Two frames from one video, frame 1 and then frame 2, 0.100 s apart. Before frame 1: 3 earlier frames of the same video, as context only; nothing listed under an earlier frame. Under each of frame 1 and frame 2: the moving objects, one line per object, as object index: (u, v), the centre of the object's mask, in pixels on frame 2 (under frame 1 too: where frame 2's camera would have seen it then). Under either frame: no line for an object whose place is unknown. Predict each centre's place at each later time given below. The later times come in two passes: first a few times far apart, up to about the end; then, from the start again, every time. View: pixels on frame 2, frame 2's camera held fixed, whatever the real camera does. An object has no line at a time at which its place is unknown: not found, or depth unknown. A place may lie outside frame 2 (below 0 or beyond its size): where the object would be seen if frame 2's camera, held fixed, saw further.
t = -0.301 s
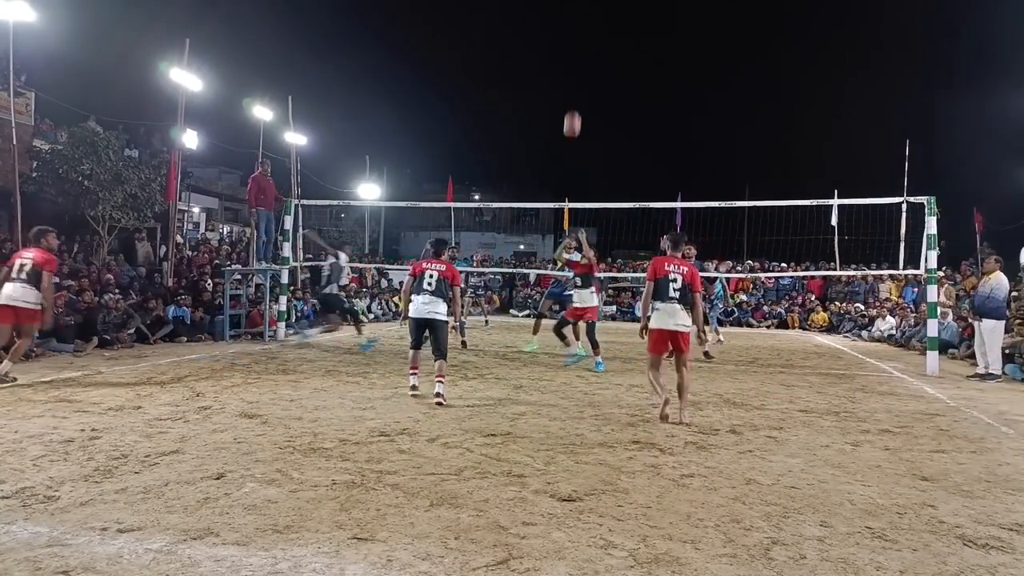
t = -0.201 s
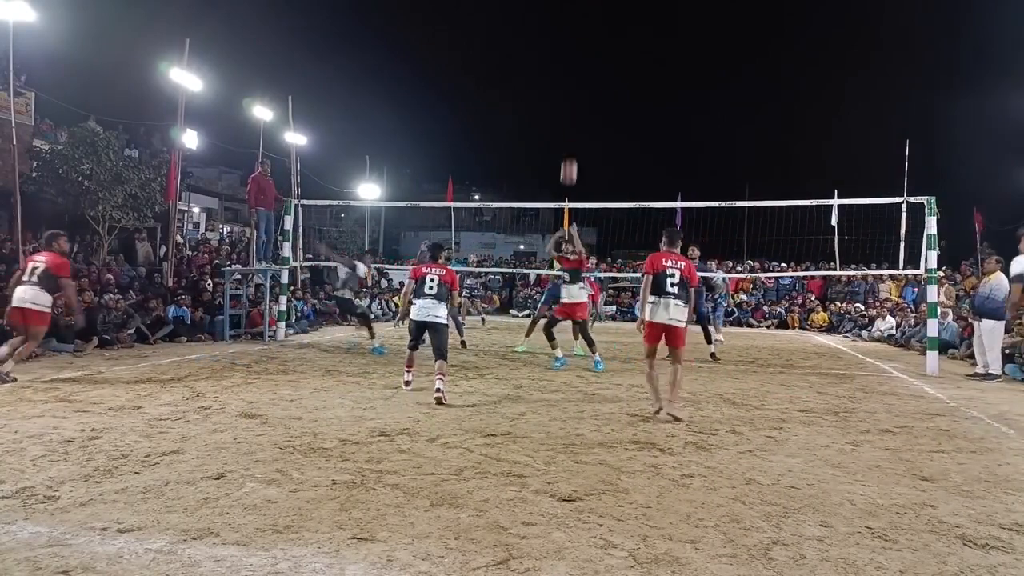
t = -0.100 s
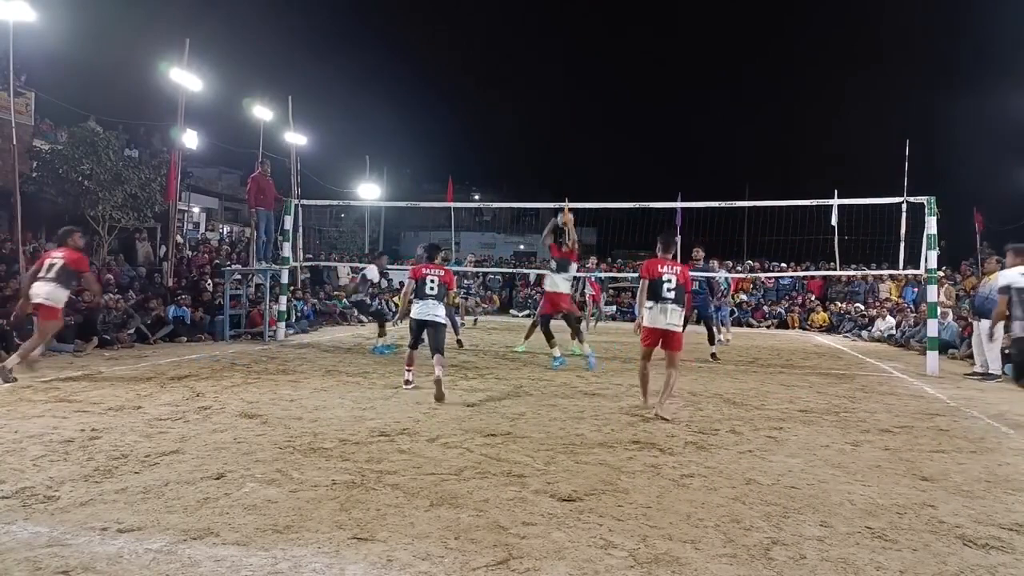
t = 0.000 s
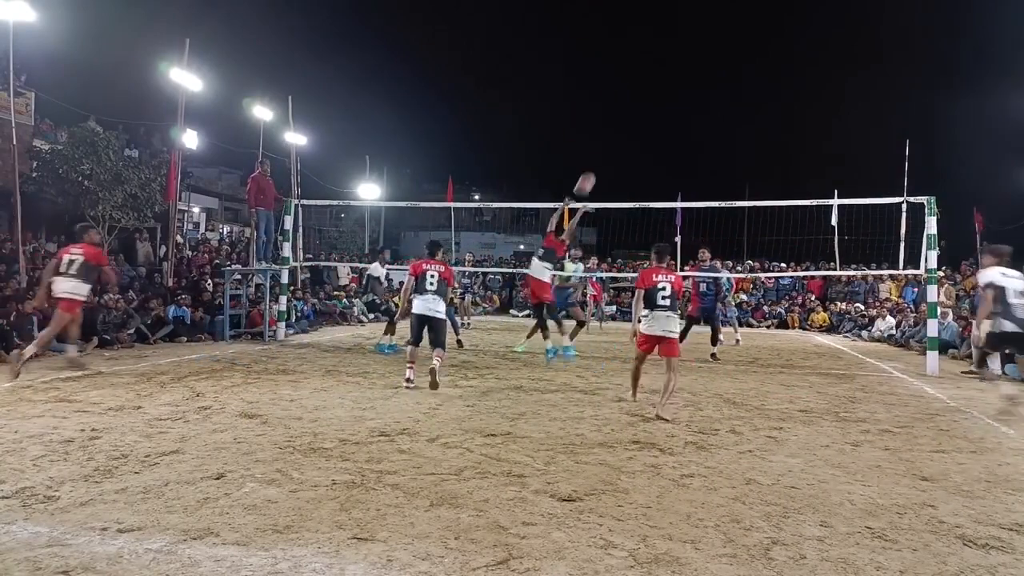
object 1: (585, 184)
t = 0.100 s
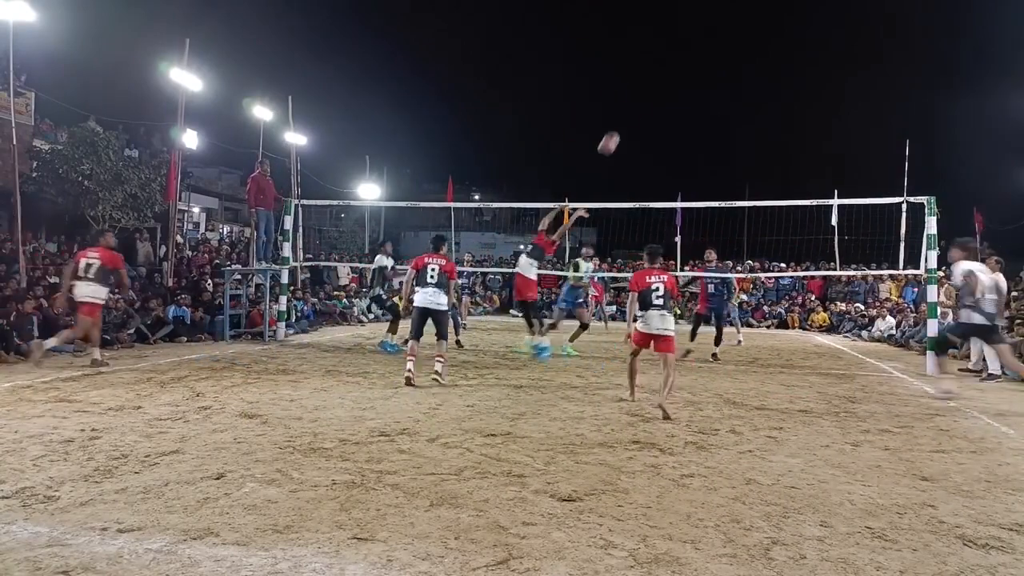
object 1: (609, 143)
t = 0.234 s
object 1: (641, 100)
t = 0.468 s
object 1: (696, 57)
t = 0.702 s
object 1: (748, 56)
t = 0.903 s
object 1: (792, 88)
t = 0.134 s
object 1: (617, 131)
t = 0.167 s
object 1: (625, 120)
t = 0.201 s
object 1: (633, 109)
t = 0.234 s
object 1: (641, 100)
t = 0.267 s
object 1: (649, 91)
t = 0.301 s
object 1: (657, 84)
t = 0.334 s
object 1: (664, 77)
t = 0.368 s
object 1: (672, 70)
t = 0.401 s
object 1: (680, 65)
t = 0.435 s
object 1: (688, 61)
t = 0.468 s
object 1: (696, 57)
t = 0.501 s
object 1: (703, 55)
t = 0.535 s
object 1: (711, 53)
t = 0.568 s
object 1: (718, 52)
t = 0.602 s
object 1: (726, 52)
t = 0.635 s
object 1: (733, 52)
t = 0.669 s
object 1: (741, 54)
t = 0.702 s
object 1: (748, 56)
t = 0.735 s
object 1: (755, 59)
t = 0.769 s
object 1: (763, 64)
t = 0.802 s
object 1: (770, 69)
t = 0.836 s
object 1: (777, 74)
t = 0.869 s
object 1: (784, 81)
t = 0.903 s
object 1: (792, 88)
